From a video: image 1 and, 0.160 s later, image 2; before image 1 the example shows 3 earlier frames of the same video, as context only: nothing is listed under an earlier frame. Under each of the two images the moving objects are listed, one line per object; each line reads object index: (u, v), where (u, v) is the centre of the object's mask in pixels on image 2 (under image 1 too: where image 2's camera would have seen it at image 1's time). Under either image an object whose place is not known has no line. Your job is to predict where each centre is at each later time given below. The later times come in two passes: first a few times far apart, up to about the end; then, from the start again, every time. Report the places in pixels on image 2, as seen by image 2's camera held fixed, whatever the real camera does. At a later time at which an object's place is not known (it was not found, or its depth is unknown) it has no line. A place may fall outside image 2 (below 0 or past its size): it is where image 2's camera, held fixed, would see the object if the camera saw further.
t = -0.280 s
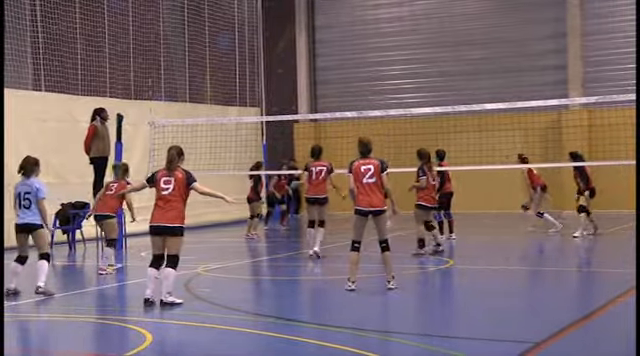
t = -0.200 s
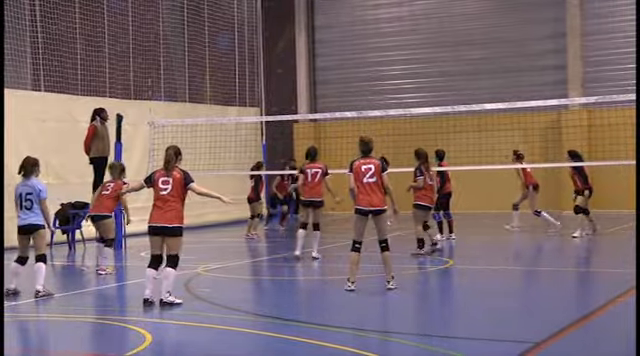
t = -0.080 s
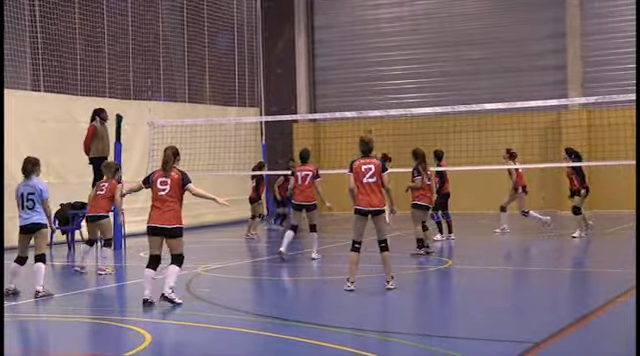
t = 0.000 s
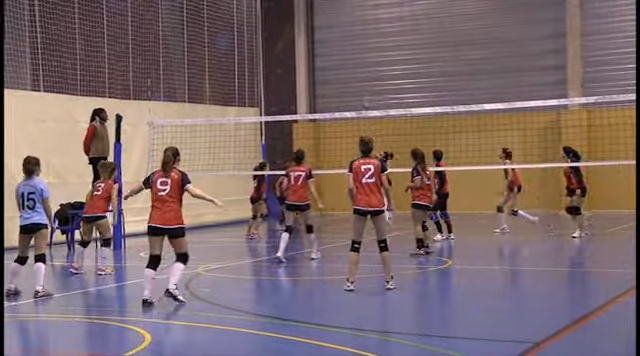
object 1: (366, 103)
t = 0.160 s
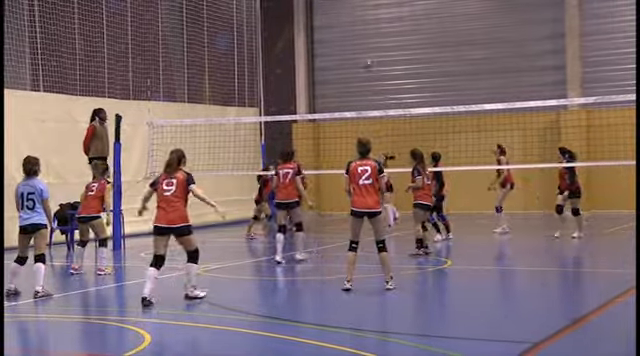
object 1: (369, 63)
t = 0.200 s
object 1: (369, 53)
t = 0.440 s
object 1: (371, 13)
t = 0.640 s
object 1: (377, 3)
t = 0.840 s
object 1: (386, 14)
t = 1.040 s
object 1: (397, 57)
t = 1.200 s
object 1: (411, 123)
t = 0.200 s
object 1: (369, 53)
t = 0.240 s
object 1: (368, 45)
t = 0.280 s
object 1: (369, 36)
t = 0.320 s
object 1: (371, 30)
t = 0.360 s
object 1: (370, 22)
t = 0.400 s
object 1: (371, 17)
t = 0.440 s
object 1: (371, 13)
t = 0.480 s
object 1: (373, 8)
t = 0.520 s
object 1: (373, 5)
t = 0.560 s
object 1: (375, 4)
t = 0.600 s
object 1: (376, 3)
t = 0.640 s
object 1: (377, 3)
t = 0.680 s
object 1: (378, 3)
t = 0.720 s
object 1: (380, 4)
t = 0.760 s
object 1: (381, 5)
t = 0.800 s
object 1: (384, 8)
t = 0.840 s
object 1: (386, 14)
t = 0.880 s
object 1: (388, 19)
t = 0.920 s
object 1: (390, 27)
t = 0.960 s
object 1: (394, 37)
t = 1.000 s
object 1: (396, 46)
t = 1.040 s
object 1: (397, 57)
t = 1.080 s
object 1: (402, 72)
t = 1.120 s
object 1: (406, 87)
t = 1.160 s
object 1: (408, 104)
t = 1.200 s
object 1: (411, 123)
